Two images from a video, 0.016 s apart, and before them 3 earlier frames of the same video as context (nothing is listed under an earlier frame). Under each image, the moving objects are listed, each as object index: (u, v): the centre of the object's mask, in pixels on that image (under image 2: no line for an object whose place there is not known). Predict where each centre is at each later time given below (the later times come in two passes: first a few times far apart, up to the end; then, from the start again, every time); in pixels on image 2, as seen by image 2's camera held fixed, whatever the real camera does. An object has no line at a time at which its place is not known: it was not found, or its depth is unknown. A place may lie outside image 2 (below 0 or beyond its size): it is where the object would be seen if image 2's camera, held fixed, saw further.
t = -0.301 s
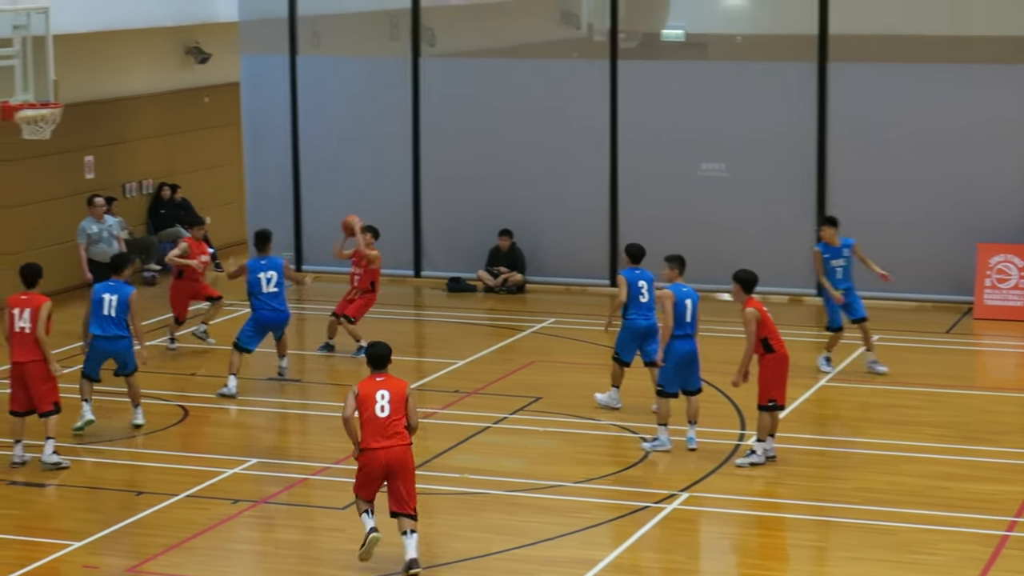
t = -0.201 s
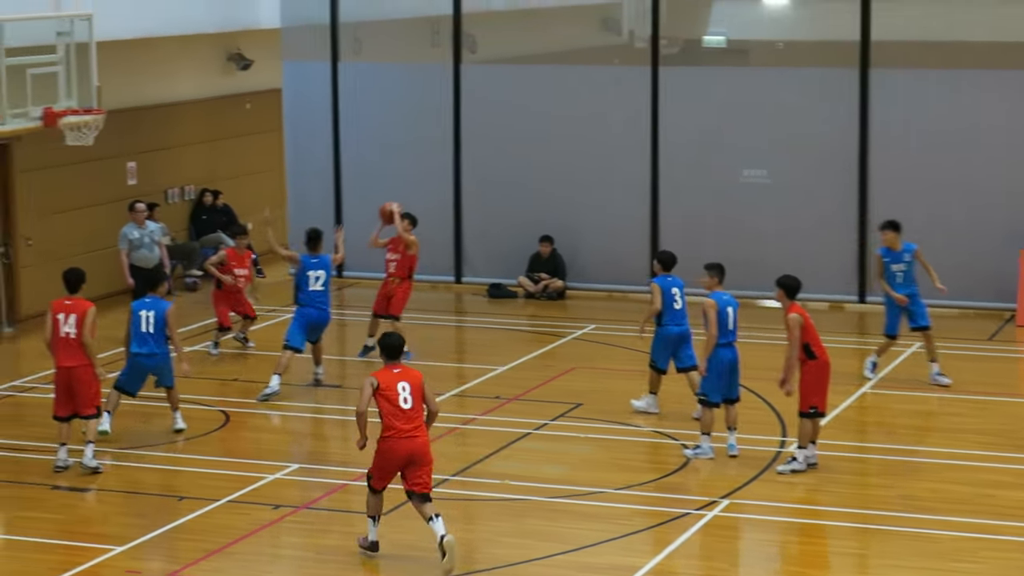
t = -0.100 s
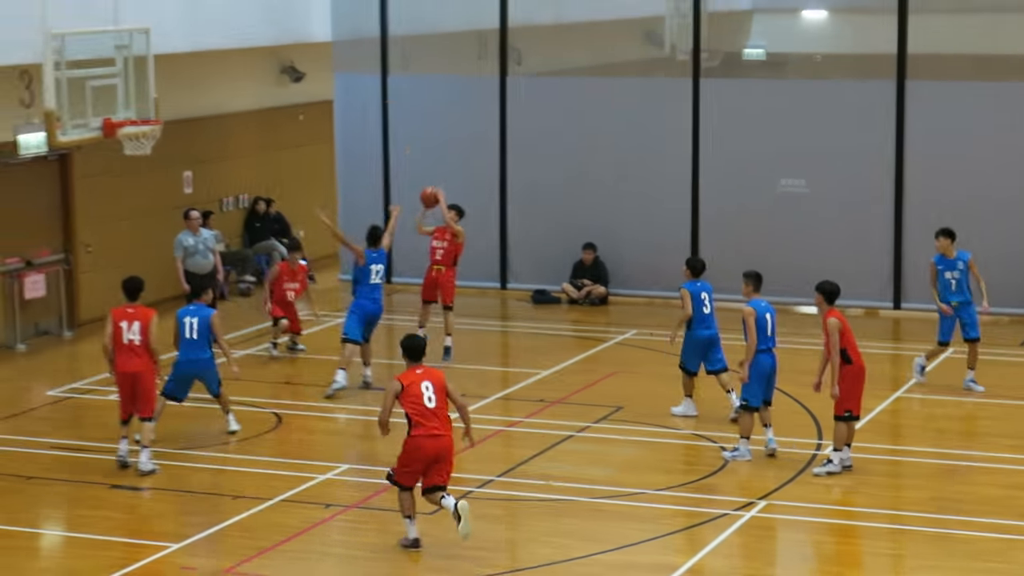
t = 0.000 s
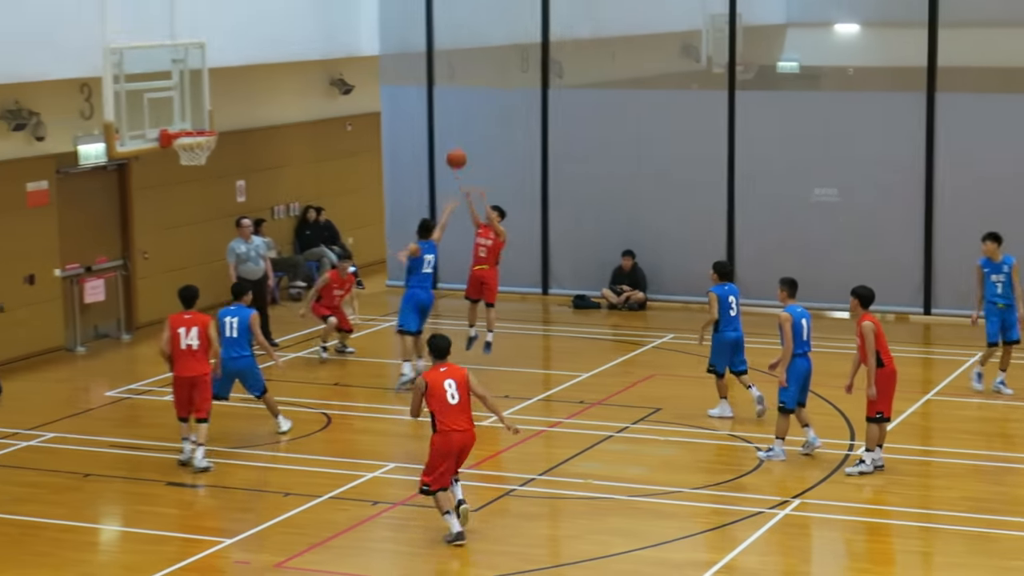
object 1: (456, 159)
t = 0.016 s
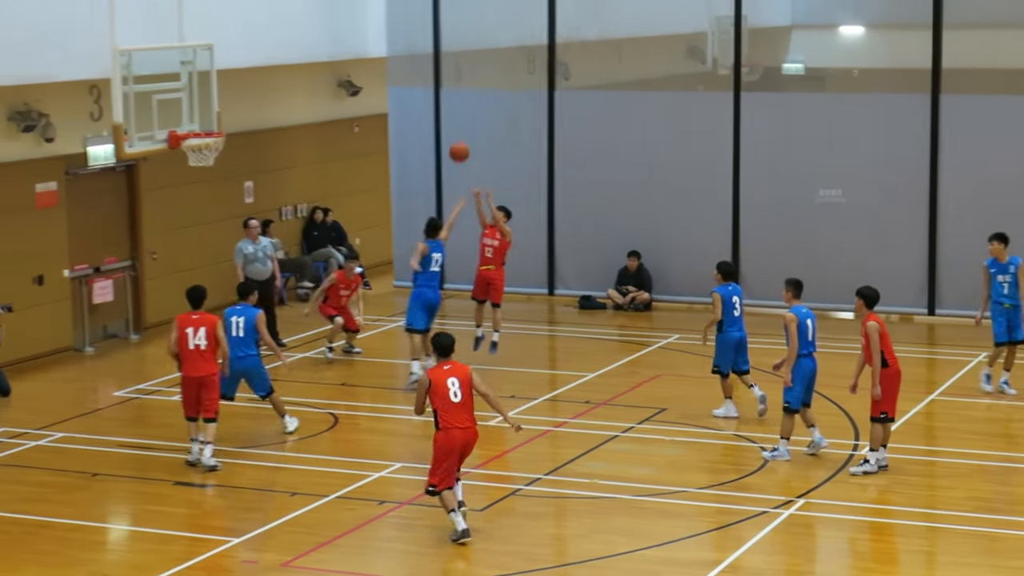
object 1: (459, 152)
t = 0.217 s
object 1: (414, 73)
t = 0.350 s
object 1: (383, 37)
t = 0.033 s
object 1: (455, 144)
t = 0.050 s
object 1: (452, 137)
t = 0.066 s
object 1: (447, 129)
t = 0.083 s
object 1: (444, 122)
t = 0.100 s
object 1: (440, 115)
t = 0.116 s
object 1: (437, 109)
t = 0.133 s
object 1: (433, 102)
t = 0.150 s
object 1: (430, 97)
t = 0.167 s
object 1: (425, 90)
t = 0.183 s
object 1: (422, 83)
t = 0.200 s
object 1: (418, 78)
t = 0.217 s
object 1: (414, 73)
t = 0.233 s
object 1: (409, 67)
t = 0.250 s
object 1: (406, 63)
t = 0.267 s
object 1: (402, 58)
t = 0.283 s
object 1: (399, 54)
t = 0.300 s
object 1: (394, 49)
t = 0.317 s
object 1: (391, 45)
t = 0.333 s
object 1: (387, 41)
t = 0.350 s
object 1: (383, 37)
